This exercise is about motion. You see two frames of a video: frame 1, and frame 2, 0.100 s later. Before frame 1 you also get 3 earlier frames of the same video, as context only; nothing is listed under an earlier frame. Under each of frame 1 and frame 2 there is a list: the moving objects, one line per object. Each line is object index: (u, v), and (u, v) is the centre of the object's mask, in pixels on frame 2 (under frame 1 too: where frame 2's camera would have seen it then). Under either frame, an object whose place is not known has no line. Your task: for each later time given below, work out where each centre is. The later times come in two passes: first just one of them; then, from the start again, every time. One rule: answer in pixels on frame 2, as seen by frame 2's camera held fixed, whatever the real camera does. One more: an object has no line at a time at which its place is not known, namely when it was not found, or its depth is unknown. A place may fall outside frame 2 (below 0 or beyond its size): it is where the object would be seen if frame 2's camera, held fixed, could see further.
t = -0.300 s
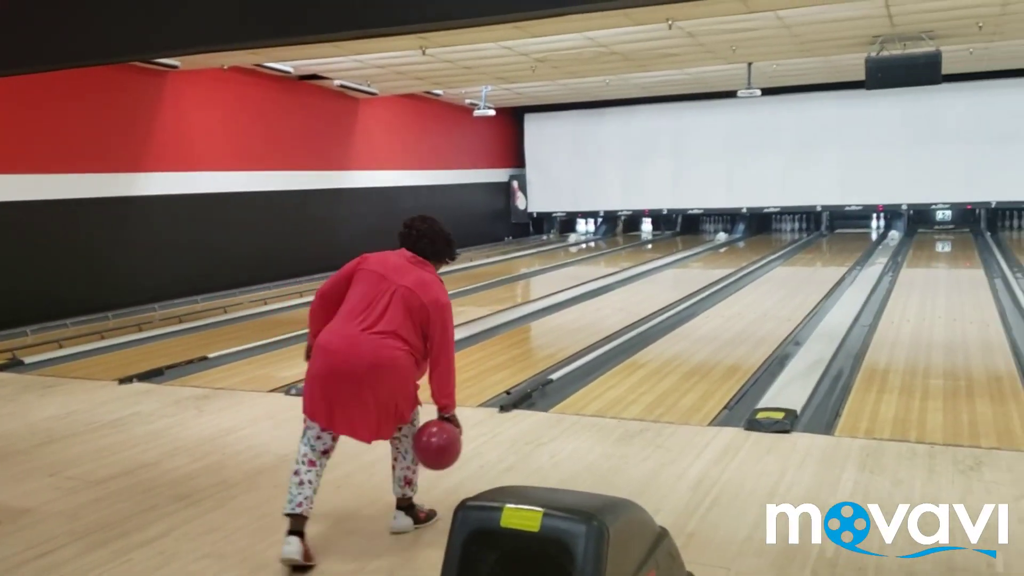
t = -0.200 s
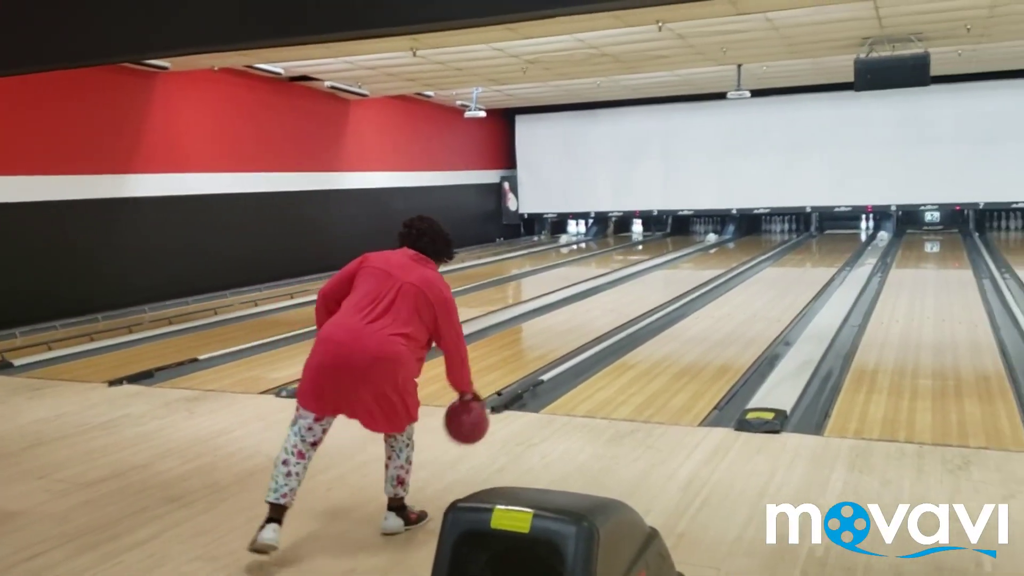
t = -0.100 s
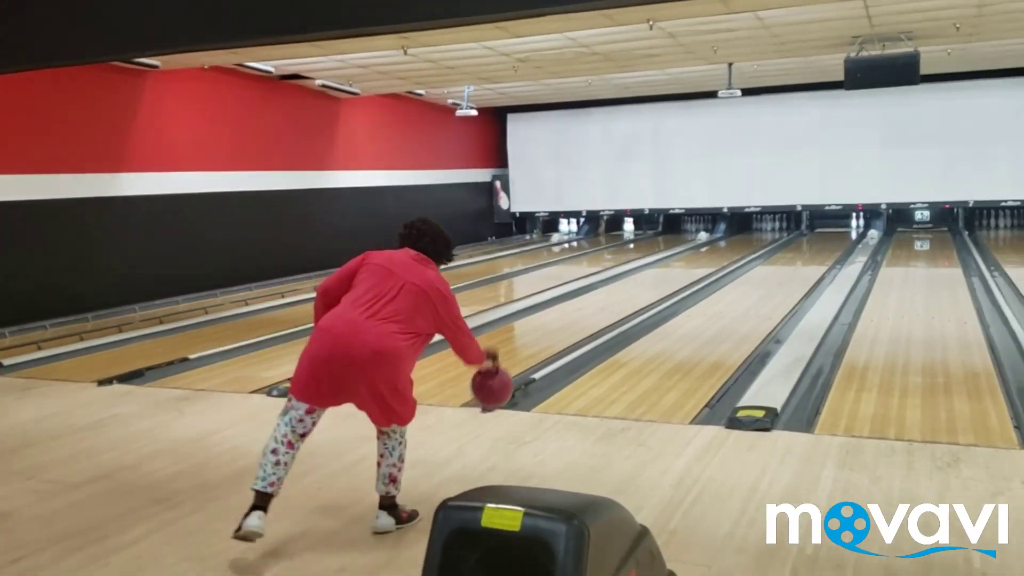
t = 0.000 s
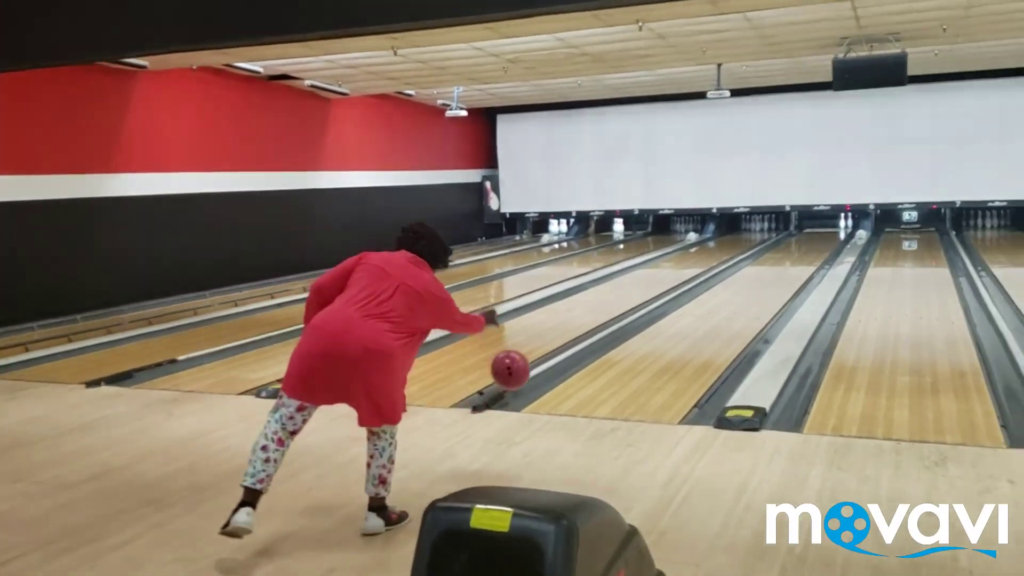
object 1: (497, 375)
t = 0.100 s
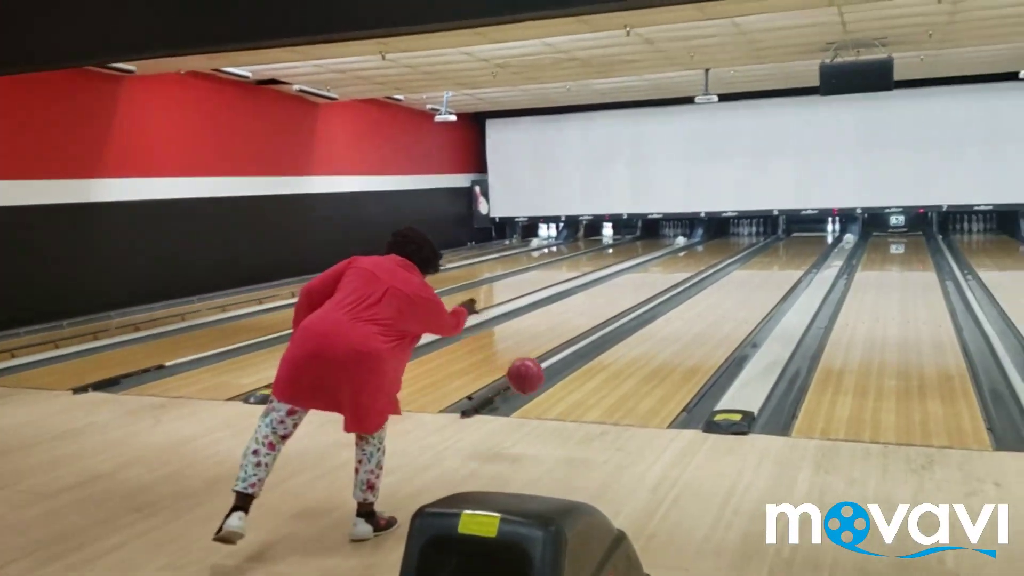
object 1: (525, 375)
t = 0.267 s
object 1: (566, 409)
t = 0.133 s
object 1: (534, 380)
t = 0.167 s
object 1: (542, 385)
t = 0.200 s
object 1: (550, 392)
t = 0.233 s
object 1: (558, 401)
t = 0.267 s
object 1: (566, 409)
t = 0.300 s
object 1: (572, 403)
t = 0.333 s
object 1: (578, 398)
